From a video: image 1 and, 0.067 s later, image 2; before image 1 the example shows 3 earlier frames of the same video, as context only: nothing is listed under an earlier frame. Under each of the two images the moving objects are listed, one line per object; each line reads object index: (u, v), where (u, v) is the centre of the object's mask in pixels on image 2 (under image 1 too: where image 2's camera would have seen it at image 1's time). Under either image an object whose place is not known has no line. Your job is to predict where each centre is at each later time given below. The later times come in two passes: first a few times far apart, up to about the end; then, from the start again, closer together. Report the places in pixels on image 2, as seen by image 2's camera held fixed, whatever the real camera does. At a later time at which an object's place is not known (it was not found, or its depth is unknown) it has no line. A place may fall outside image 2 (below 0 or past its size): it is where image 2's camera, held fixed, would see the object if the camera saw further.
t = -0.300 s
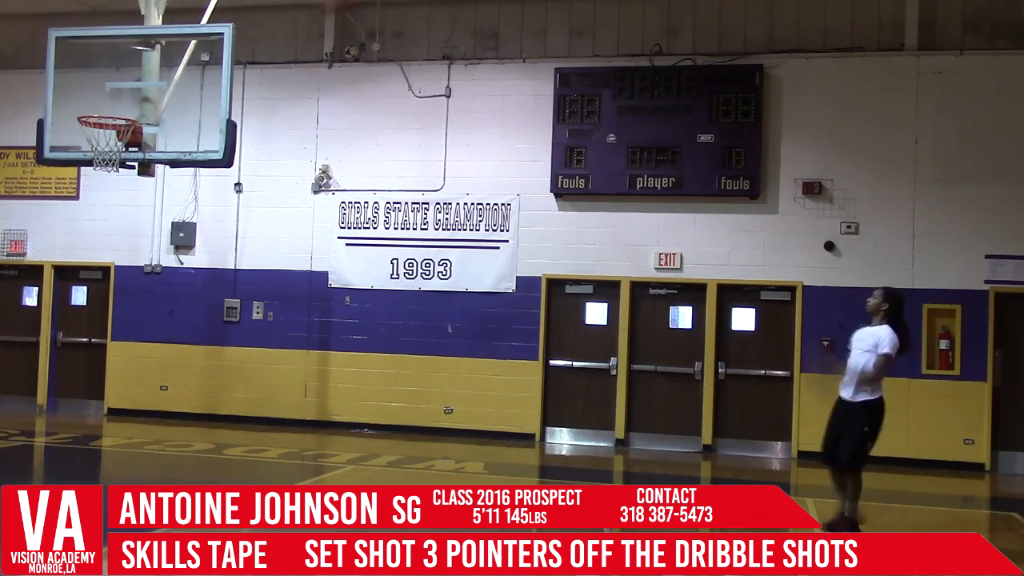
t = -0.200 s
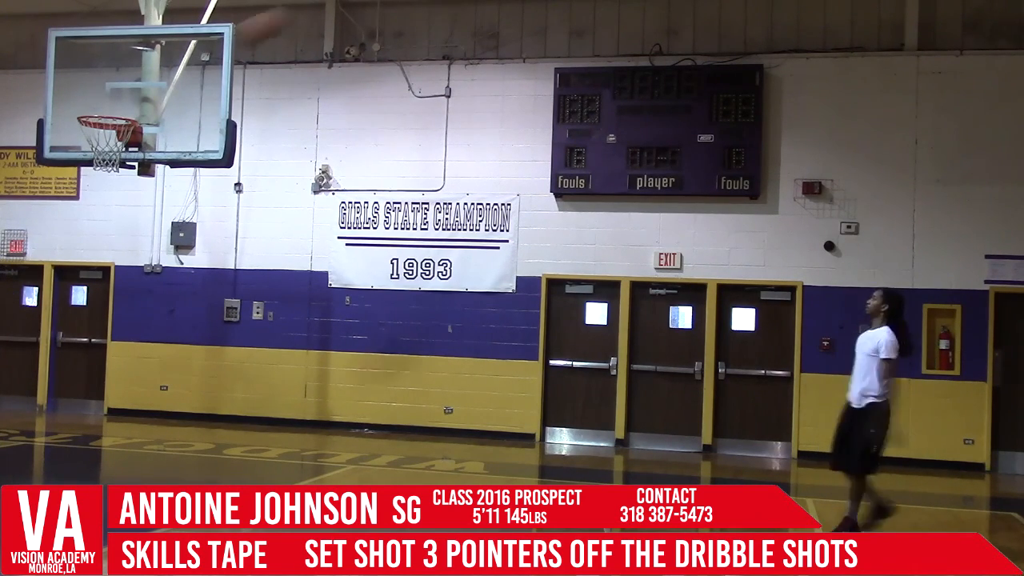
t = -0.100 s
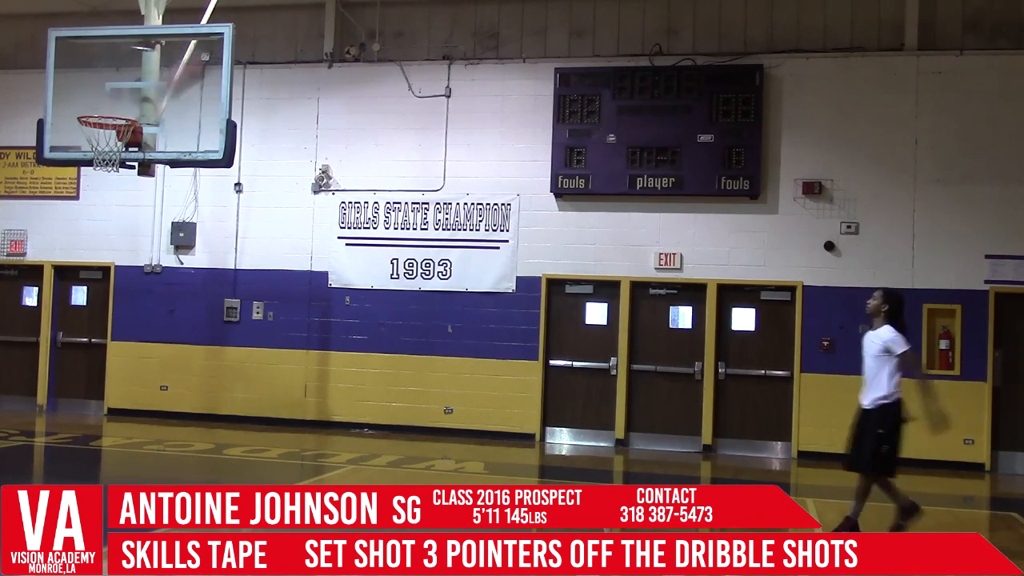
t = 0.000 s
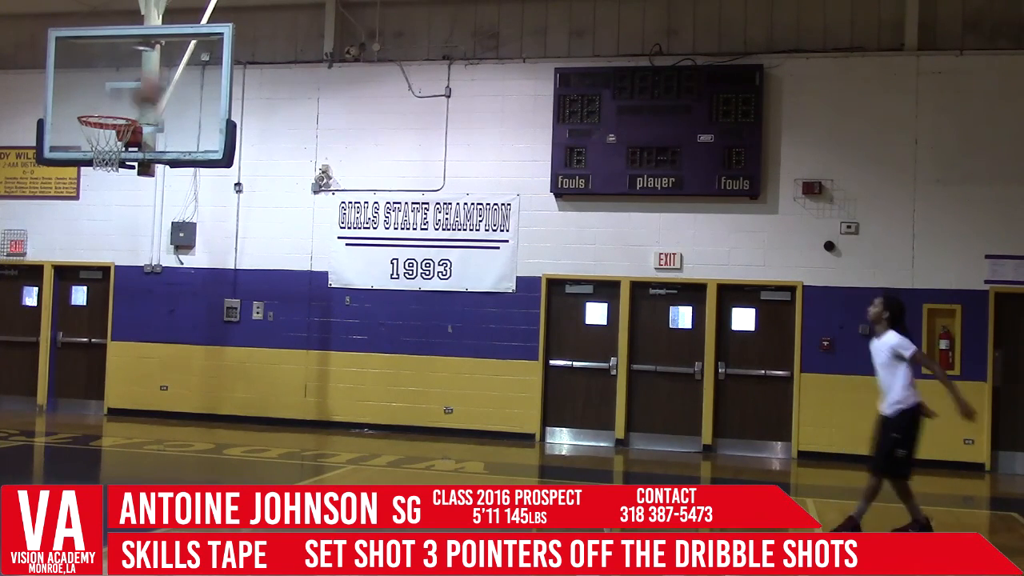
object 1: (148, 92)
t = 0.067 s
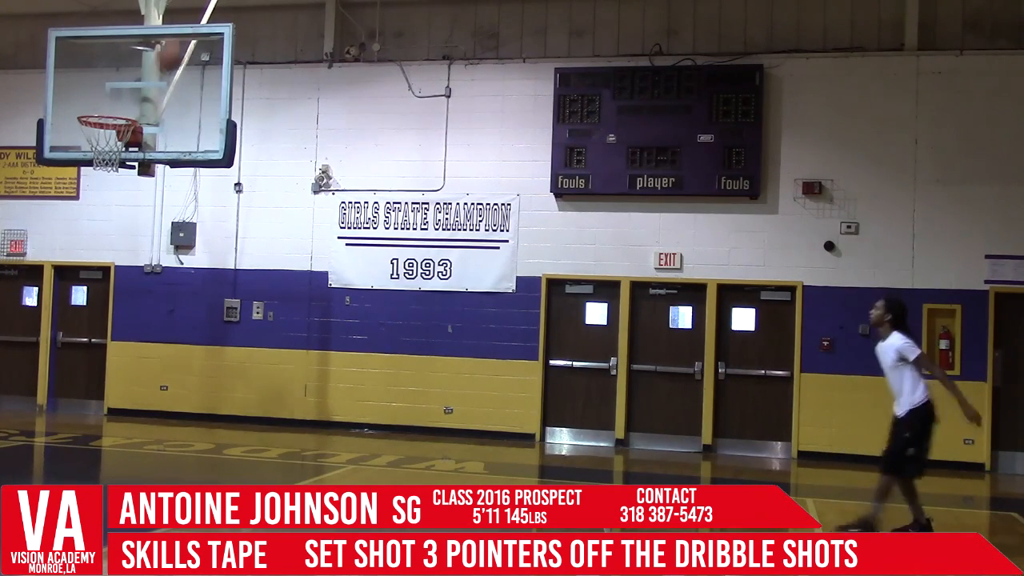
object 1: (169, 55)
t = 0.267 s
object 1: (231, 10)
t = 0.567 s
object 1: (322, 92)
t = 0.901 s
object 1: (425, 438)
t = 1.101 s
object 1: (480, 356)
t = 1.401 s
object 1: (544, 228)
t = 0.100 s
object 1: (177, 44)
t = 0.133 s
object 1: (191, 29)
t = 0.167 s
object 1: (199, 22)
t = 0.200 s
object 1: (211, 13)
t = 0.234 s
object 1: (219, 11)
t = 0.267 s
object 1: (231, 10)
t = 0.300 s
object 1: (239, 10)
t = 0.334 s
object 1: (250, 11)
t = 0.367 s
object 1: (260, 13)
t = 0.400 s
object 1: (270, 18)
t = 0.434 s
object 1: (281, 28)
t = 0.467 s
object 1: (290, 38)
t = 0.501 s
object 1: (301, 52)
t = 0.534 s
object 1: (312, 71)
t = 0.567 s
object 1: (322, 92)
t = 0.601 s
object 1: (332, 112)
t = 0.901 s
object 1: (425, 438)
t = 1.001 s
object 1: (457, 447)
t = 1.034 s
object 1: (466, 411)
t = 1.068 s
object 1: (471, 388)
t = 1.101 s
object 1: (480, 356)
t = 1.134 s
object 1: (486, 338)
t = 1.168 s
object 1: (493, 315)
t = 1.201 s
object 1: (500, 293)
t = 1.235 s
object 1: (508, 276)
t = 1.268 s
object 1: (514, 262)
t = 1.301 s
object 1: (524, 247)
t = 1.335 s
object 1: (529, 240)
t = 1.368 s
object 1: (536, 233)
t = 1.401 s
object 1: (544, 228)
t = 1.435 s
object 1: (551, 227)
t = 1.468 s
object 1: (557, 228)
